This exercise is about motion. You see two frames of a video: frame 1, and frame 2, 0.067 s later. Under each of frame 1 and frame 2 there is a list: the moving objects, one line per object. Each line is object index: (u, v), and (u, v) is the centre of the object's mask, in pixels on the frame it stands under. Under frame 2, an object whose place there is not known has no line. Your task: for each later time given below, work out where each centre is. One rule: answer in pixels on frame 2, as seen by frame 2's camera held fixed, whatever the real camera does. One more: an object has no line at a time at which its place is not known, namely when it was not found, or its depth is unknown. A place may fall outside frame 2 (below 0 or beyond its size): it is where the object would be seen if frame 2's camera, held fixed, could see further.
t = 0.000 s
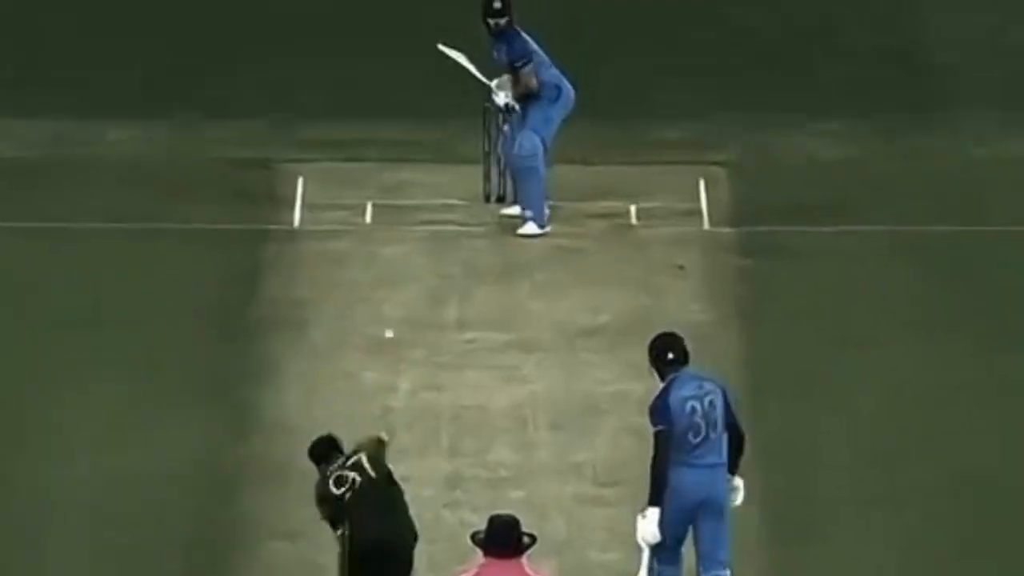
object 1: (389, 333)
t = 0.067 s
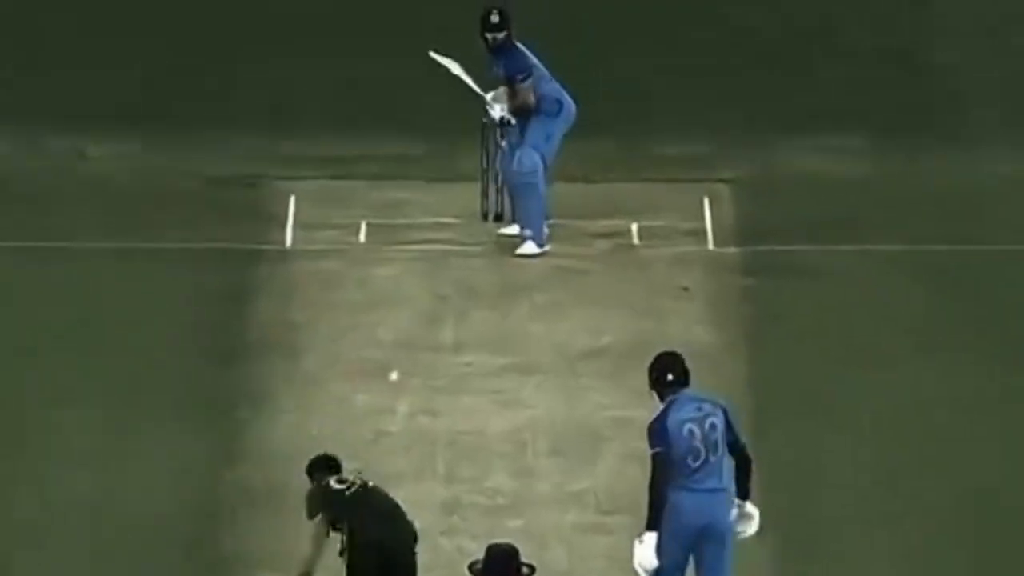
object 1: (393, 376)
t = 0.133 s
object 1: (407, 409)
